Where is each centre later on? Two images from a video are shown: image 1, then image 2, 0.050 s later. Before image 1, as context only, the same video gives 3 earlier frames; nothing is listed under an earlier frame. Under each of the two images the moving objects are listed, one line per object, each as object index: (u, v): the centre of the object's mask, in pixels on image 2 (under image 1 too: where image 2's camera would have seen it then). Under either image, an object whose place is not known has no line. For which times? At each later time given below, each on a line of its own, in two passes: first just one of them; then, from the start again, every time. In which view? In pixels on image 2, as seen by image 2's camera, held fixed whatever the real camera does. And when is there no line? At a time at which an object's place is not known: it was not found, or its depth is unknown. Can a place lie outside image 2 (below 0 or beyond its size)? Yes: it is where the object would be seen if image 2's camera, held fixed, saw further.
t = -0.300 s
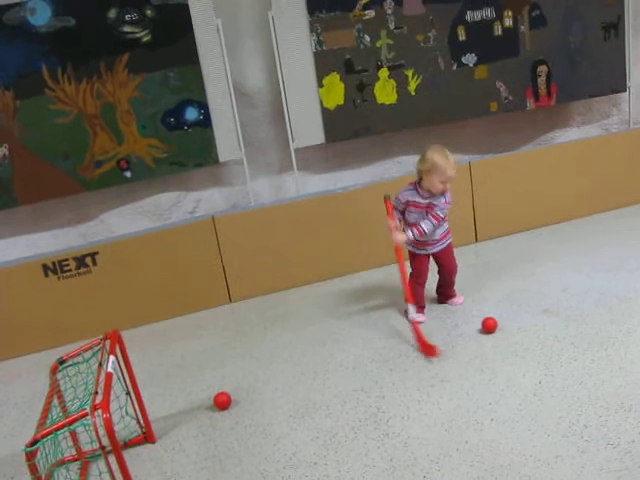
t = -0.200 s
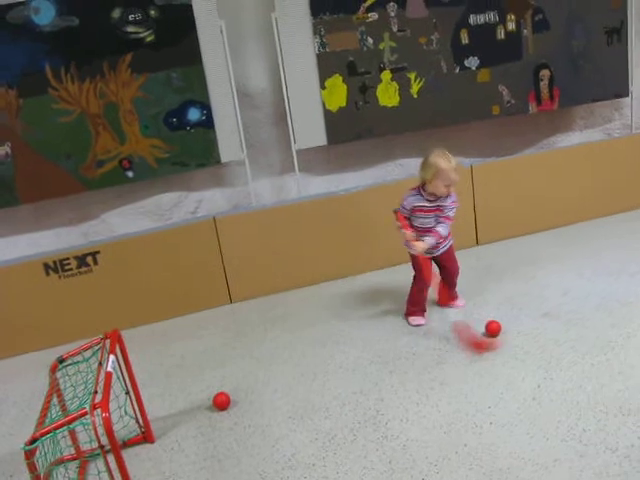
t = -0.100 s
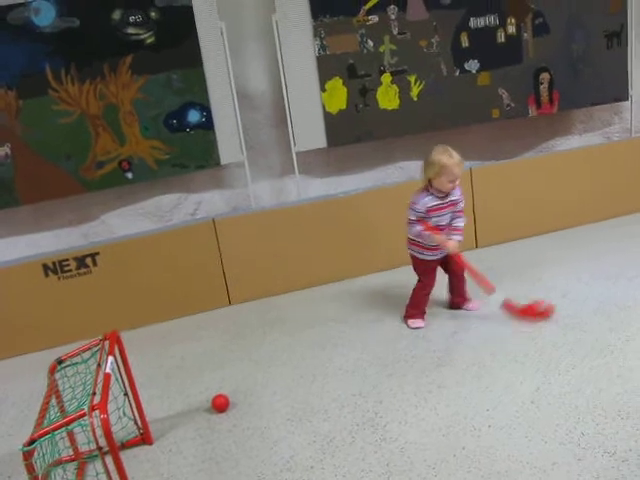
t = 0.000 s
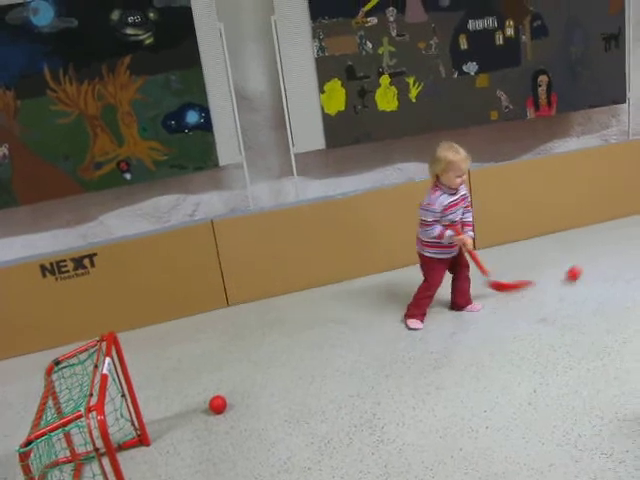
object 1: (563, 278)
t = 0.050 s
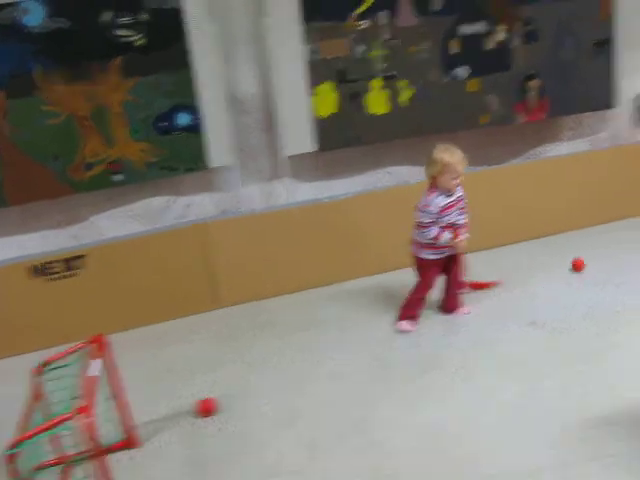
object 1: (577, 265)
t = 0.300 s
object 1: (628, 223)
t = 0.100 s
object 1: (591, 253)
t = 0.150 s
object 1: (602, 243)
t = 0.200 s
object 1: (612, 234)
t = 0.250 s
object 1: (620, 227)
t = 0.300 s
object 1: (628, 223)
